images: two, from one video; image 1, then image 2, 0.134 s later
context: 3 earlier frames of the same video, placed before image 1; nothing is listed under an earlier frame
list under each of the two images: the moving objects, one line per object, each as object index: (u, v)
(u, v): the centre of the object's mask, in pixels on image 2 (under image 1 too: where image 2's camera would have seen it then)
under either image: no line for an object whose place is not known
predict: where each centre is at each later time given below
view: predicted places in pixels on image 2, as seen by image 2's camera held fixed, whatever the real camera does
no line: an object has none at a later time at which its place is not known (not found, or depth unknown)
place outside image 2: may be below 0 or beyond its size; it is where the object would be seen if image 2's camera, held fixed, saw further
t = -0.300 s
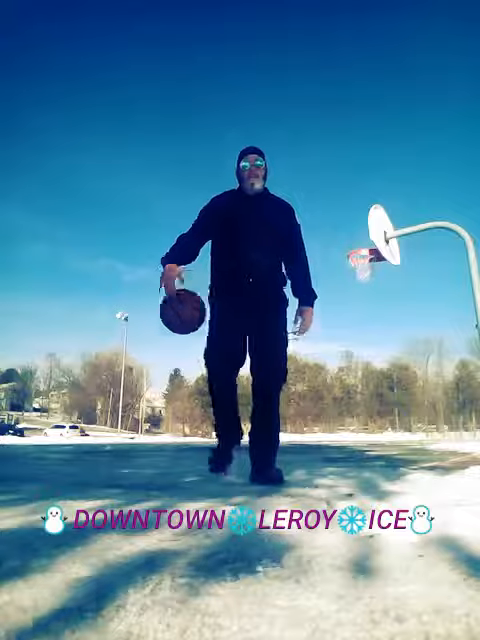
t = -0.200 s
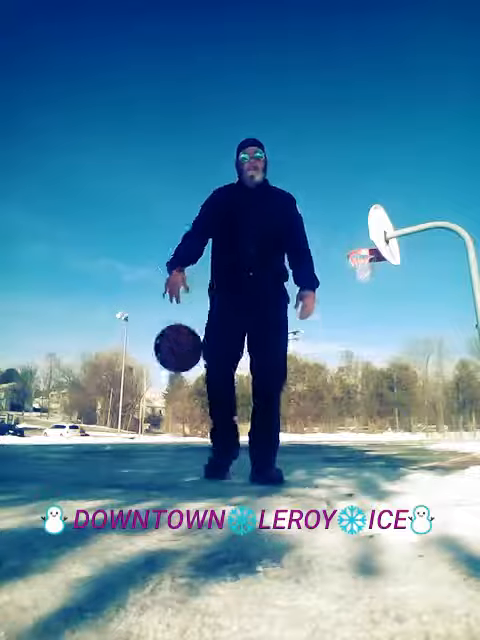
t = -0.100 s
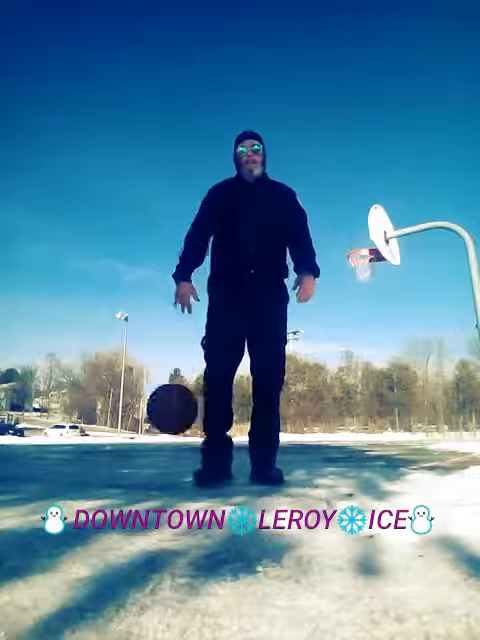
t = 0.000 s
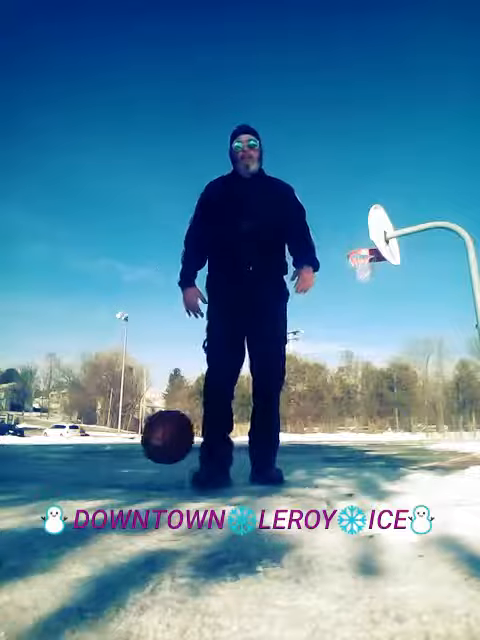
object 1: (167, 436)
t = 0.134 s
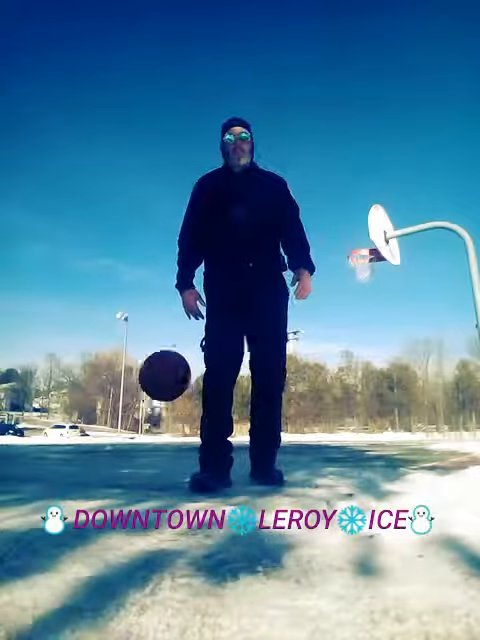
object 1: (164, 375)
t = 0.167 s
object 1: (164, 366)
